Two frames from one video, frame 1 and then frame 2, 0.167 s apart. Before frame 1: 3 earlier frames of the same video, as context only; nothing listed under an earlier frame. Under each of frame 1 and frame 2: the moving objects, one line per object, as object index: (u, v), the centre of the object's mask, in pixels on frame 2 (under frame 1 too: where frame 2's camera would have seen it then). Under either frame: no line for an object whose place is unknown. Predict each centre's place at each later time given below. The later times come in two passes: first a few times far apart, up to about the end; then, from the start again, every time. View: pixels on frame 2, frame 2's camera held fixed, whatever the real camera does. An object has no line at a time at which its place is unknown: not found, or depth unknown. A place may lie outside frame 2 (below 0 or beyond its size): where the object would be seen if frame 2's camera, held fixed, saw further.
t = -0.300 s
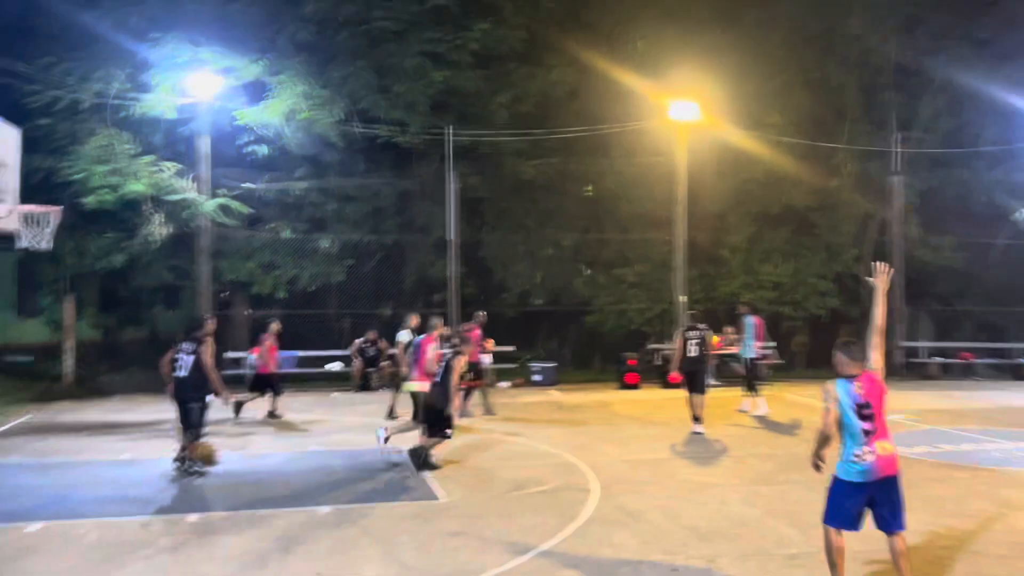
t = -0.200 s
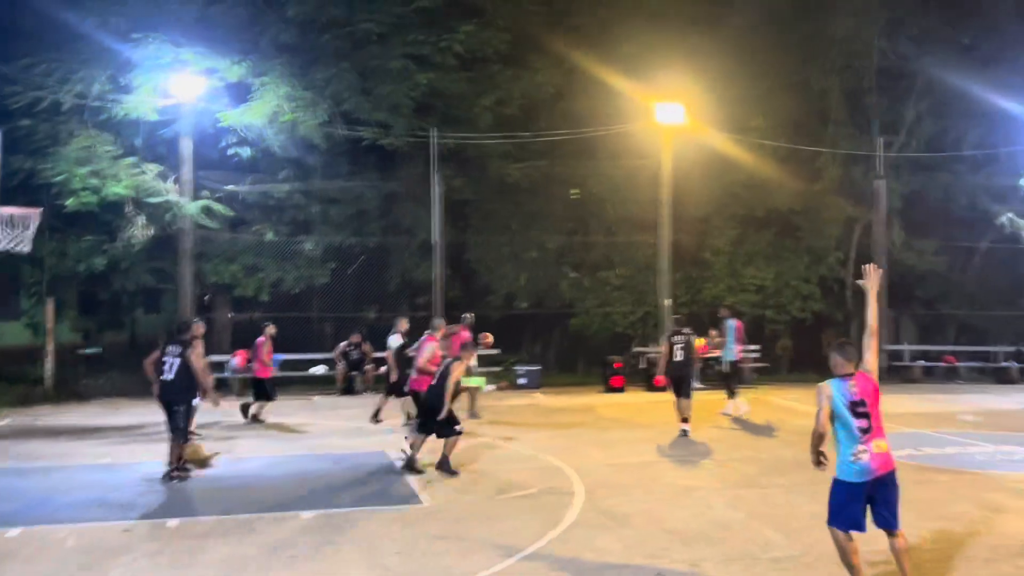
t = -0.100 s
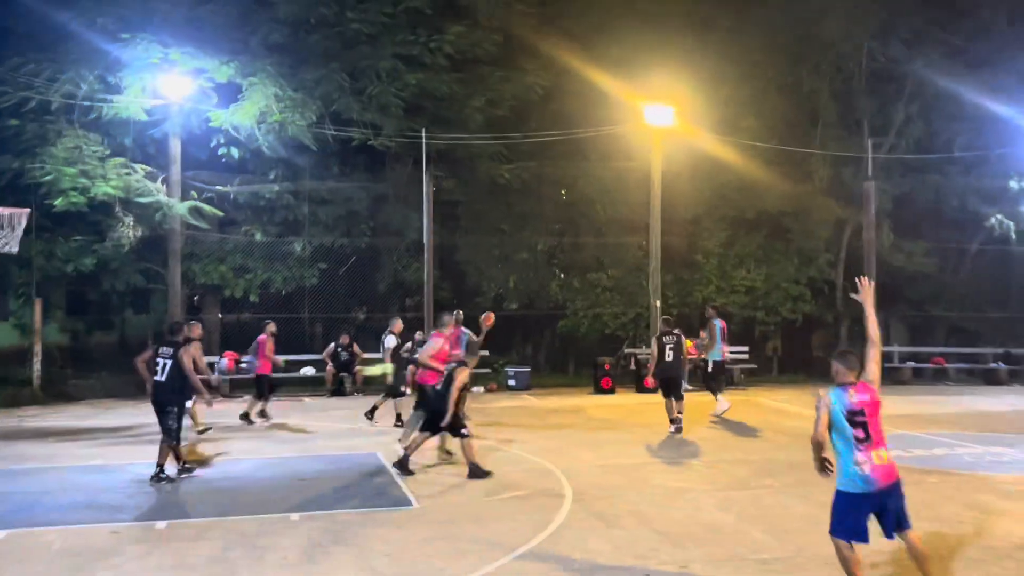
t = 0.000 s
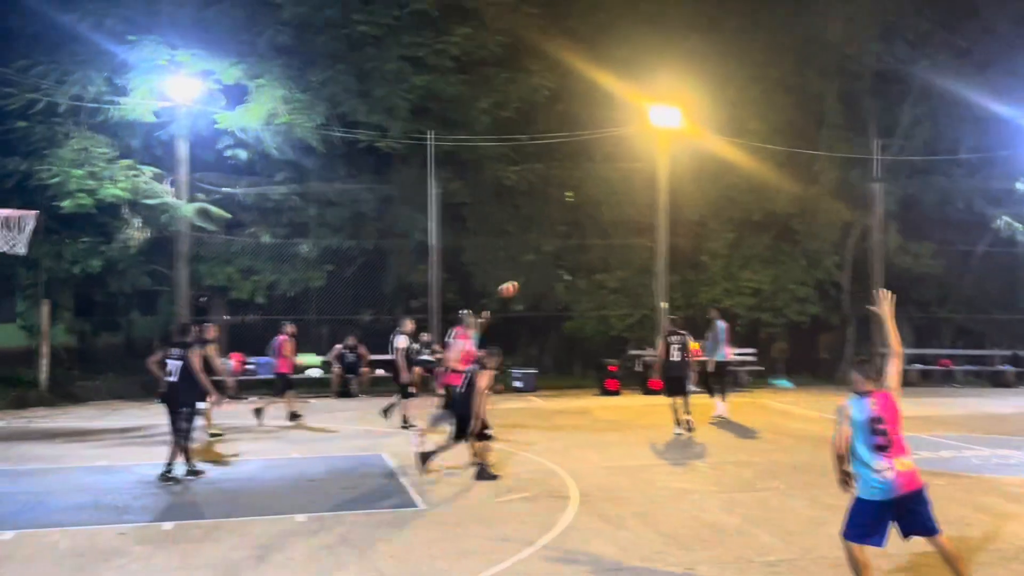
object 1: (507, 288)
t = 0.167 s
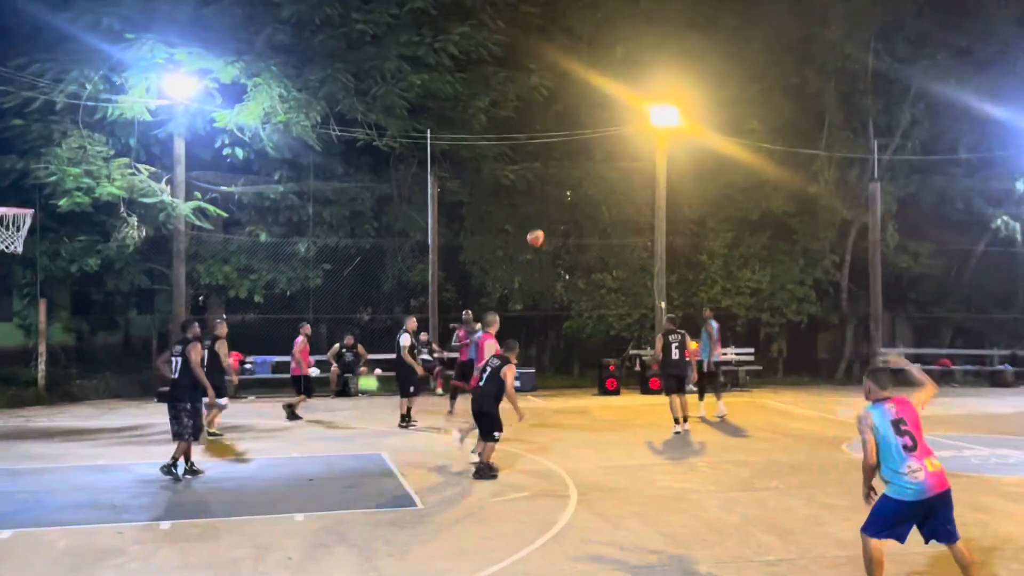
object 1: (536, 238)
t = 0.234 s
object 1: (549, 220)
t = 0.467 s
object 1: (603, 173)
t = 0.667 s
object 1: (665, 159)
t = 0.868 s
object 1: (748, 181)
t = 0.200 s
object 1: (542, 229)
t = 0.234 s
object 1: (549, 220)
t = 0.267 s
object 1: (555, 212)
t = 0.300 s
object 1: (562, 204)
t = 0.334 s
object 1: (569, 197)
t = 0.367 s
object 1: (577, 190)
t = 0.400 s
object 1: (585, 184)
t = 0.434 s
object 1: (593, 178)
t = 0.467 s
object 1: (603, 173)
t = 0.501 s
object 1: (611, 168)
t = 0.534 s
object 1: (621, 165)
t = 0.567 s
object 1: (632, 163)
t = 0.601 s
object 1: (639, 161)
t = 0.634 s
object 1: (650, 160)
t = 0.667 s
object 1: (665, 159)
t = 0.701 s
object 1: (678, 159)
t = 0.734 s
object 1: (690, 159)
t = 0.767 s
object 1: (704, 164)
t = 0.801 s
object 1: (717, 168)
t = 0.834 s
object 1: (733, 173)
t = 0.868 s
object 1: (748, 181)
